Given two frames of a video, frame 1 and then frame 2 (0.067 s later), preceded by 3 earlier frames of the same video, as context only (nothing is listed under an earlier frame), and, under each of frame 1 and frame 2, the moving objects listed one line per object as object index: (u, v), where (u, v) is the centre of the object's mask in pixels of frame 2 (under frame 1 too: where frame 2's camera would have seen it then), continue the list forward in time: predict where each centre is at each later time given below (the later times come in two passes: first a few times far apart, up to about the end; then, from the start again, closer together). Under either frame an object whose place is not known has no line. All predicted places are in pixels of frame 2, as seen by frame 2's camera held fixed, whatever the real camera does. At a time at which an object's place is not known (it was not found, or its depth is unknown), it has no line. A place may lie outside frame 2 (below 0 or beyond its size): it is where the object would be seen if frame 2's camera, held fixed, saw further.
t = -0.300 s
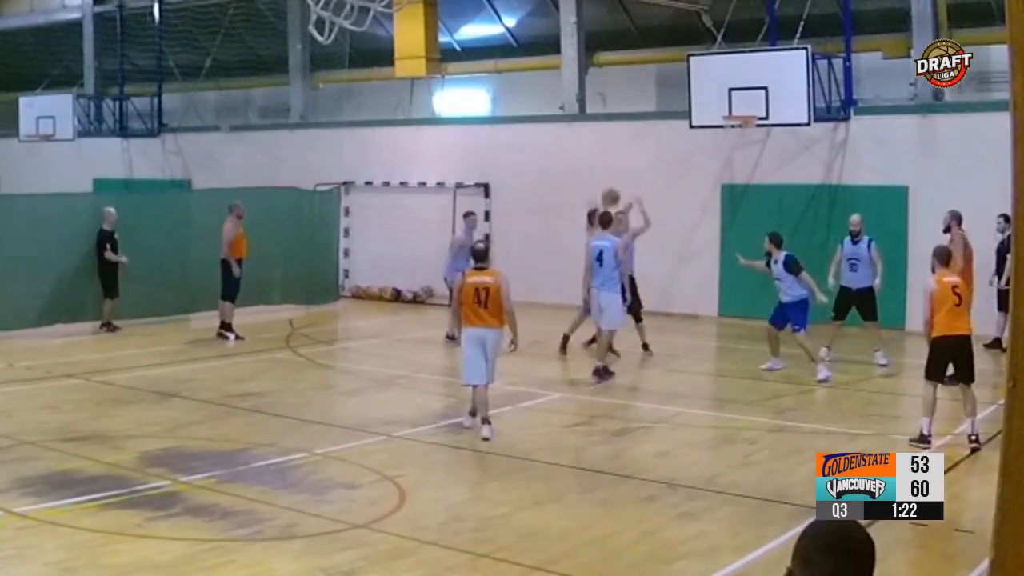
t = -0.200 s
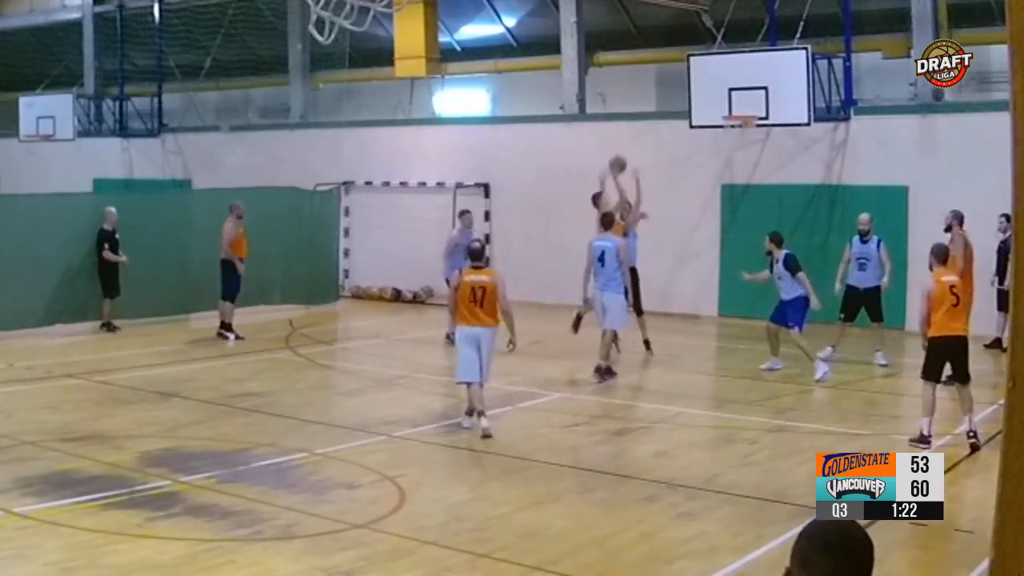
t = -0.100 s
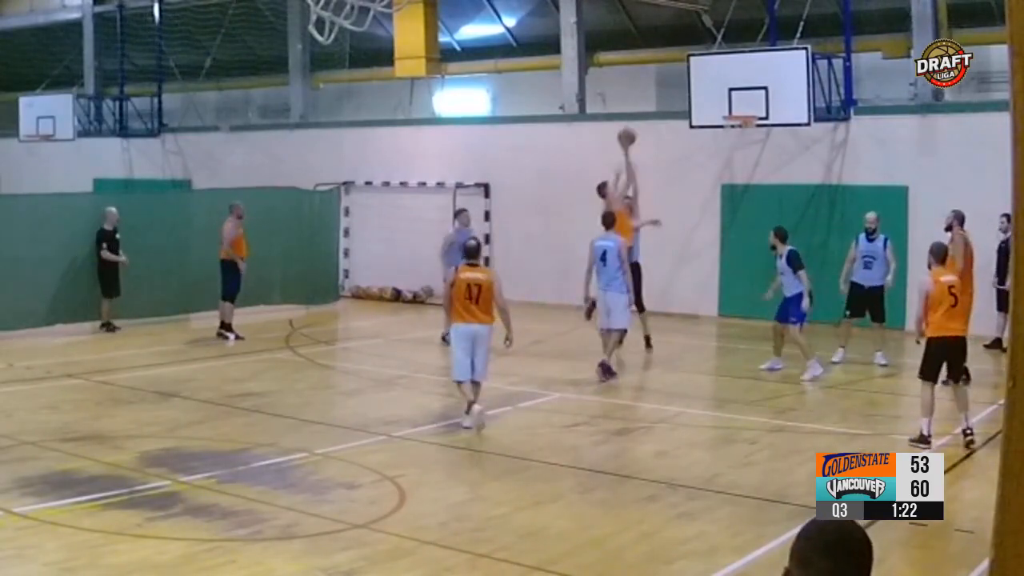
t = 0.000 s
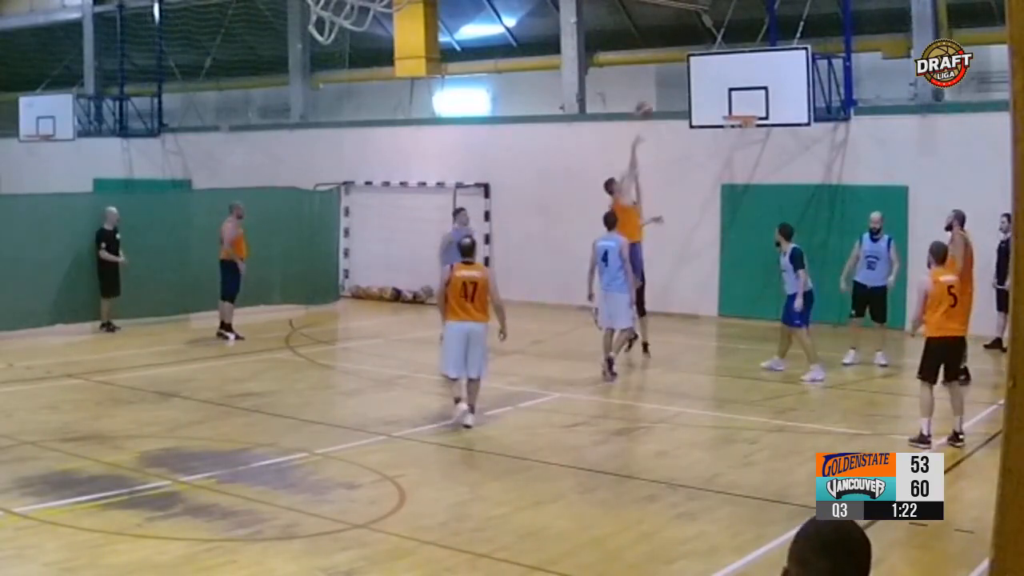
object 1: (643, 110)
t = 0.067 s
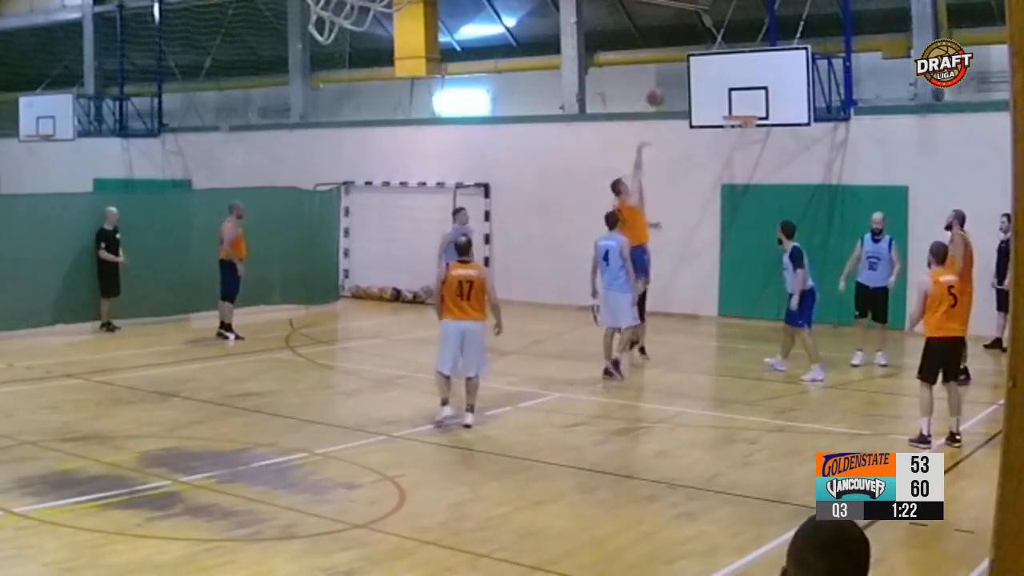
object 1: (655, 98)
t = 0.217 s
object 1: (680, 80)
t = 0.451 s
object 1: (721, 87)
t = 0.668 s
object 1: (735, 113)
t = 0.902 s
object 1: (750, 163)
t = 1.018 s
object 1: (759, 198)
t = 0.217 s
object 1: (680, 80)
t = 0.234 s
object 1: (685, 78)
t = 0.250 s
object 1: (687, 78)
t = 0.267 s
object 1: (689, 78)
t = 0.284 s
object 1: (693, 78)
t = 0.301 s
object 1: (696, 78)
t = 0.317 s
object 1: (698, 78)
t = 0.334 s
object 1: (701, 79)
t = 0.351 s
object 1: (704, 79)
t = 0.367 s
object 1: (707, 80)
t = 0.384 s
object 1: (710, 81)
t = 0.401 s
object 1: (712, 82)
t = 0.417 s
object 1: (715, 84)
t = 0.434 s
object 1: (718, 85)
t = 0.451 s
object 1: (721, 87)
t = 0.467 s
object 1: (723, 89)
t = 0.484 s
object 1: (726, 92)
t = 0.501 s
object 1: (729, 95)
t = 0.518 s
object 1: (731, 97)
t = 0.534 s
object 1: (734, 100)
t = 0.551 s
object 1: (737, 103)
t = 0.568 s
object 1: (740, 106)
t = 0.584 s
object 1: (743, 109)
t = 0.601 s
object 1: (744, 110)
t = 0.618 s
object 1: (743, 111)
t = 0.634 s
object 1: (740, 112)
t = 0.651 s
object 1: (737, 113)
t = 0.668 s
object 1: (735, 113)
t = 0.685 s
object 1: (734, 120)
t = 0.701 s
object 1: (734, 124)
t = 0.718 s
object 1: (736, 127)
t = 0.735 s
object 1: (738, 131)
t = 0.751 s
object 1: (739, 133)
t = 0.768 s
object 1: (740, 135)
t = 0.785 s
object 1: (742, 138)
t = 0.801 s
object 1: (743, 140)
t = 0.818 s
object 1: (744, 143)
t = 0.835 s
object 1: (746, 149)
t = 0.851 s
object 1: (747, 151)
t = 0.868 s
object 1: (748, 154)
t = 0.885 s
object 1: (750, 159)
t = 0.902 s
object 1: (750, 163)
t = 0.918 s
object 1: (752, 167)
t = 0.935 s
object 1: (753, 172)
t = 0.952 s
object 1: (754, 177)
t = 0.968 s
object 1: (755, 181)
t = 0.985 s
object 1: (756, 187)
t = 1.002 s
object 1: (758, 192)
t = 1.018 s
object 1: (759, 198)
